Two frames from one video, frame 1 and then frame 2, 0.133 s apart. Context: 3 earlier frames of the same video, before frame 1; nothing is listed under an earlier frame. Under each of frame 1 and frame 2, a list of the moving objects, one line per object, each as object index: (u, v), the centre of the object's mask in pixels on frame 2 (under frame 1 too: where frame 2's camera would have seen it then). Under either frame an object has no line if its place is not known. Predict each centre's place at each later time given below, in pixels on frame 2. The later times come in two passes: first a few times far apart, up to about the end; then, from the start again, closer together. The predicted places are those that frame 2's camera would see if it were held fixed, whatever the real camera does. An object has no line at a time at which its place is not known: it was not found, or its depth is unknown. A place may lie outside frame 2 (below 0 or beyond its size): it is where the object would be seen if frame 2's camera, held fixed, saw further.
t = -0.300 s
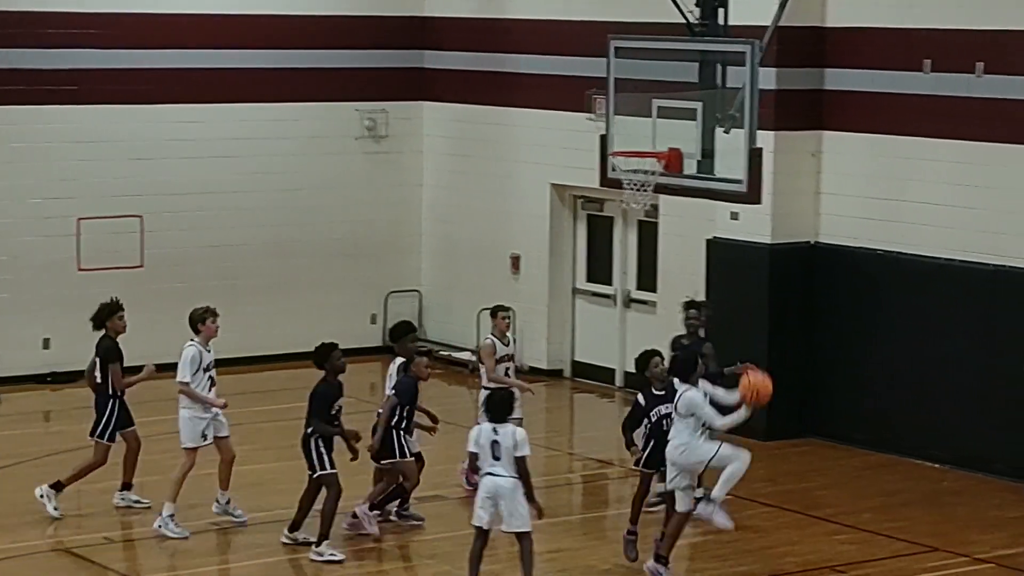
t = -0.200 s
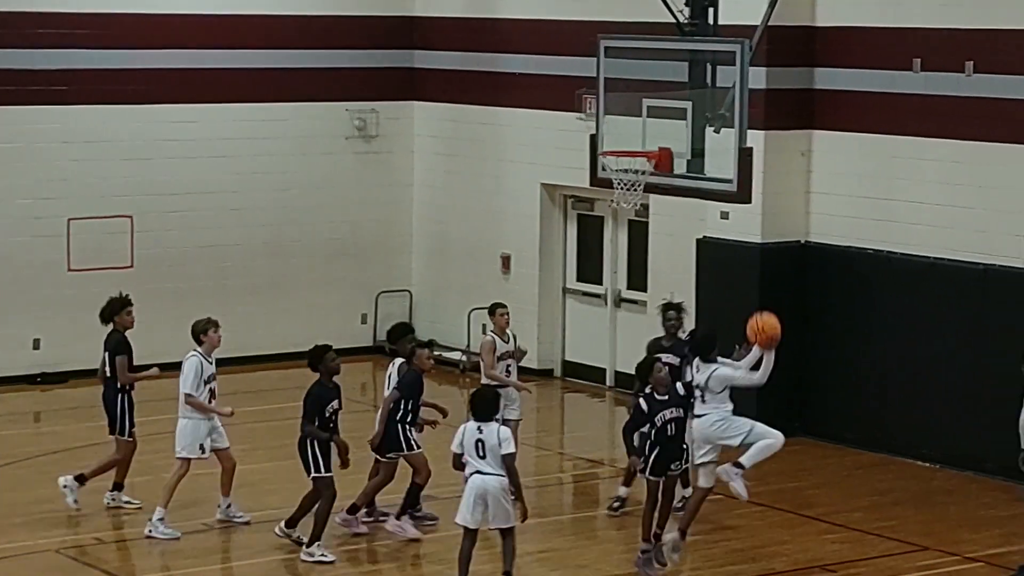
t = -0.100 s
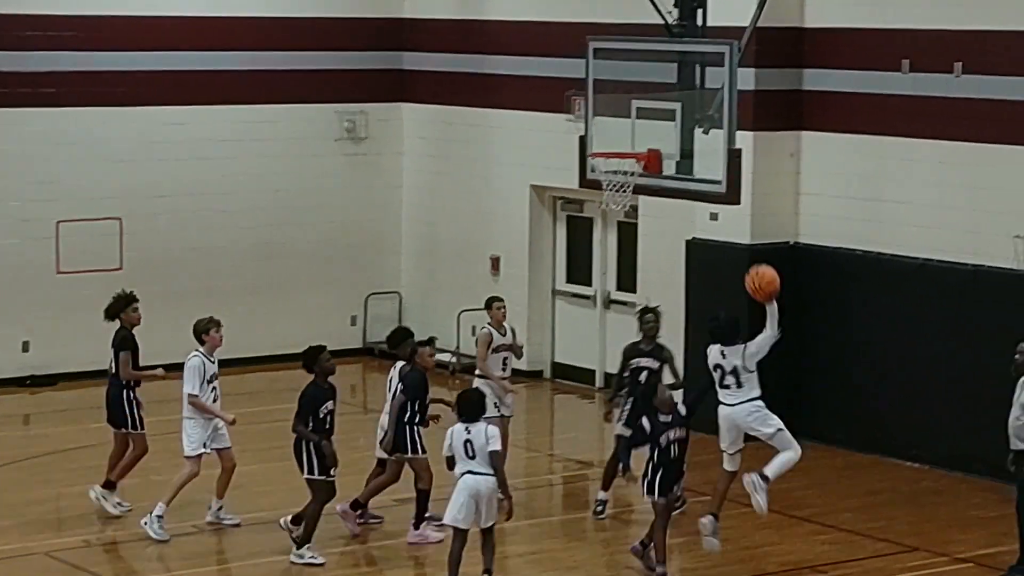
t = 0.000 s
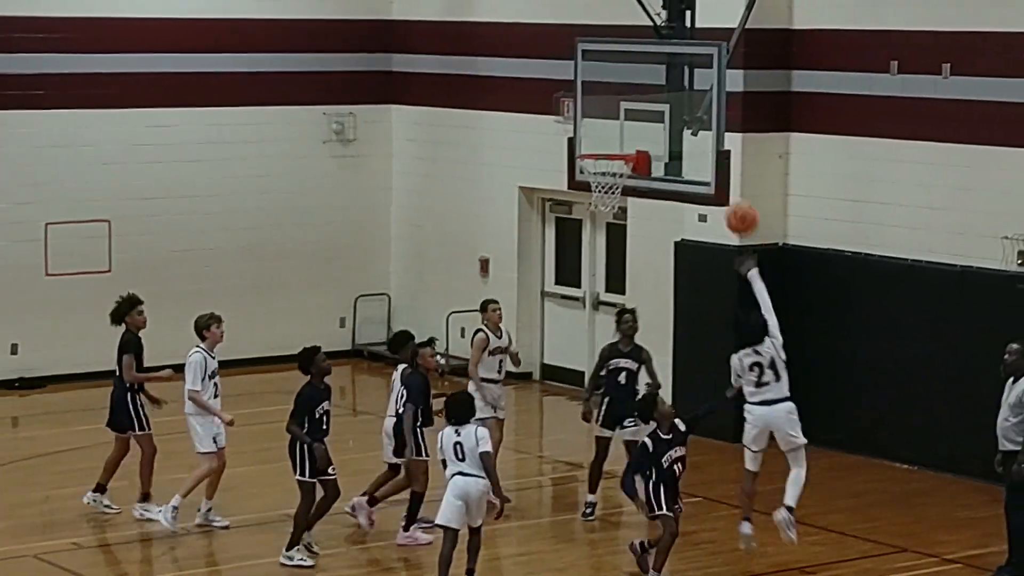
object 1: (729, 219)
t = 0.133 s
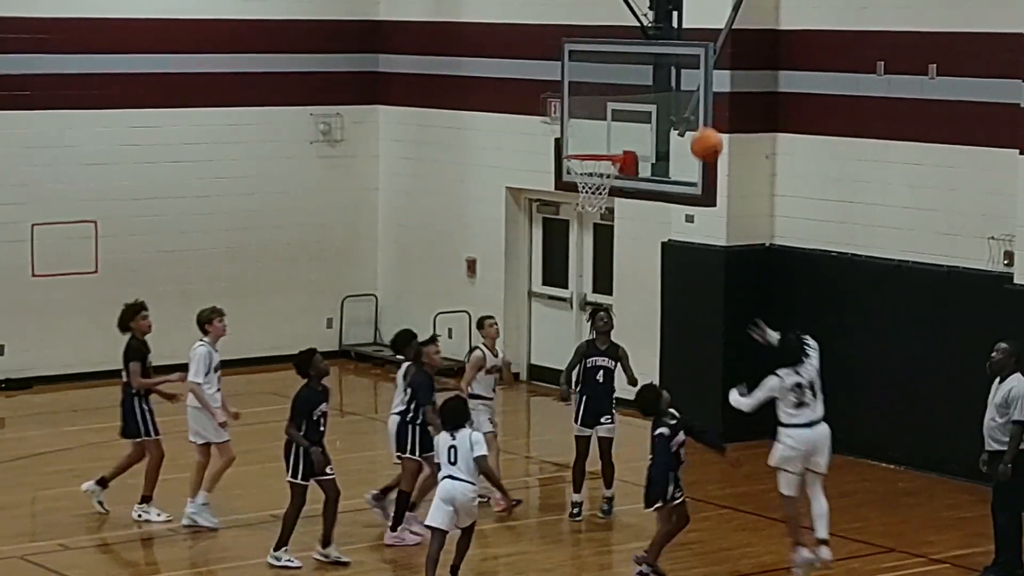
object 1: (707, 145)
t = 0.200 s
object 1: (696, 118)
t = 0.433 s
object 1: (659, 72)
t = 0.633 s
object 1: (627, 87)
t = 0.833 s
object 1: (601, 136)
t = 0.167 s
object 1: (702, 130)
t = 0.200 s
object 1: (696, 118)
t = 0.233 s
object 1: (690, 108)
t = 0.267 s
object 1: (685, 98)
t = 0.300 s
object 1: (679, 89)
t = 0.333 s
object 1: (674, 82)
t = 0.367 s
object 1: (669, 78)
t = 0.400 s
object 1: (664, 74)
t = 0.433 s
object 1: (659, 72)
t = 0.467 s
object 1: (654, 71)
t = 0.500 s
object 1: (649, 72)
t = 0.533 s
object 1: (643, 74)
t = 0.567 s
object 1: (638, 78)
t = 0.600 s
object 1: (633, 81)
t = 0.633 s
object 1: (627, 87)
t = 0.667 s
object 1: (622, 95)
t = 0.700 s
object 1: (617, 103)
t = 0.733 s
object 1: (613, 113)
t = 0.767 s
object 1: (608, 124)
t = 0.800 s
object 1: (603, 137)
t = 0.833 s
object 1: (601, 136)
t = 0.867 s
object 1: (600, 126)
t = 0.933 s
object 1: (593, 114)
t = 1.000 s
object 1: (584, 108)
